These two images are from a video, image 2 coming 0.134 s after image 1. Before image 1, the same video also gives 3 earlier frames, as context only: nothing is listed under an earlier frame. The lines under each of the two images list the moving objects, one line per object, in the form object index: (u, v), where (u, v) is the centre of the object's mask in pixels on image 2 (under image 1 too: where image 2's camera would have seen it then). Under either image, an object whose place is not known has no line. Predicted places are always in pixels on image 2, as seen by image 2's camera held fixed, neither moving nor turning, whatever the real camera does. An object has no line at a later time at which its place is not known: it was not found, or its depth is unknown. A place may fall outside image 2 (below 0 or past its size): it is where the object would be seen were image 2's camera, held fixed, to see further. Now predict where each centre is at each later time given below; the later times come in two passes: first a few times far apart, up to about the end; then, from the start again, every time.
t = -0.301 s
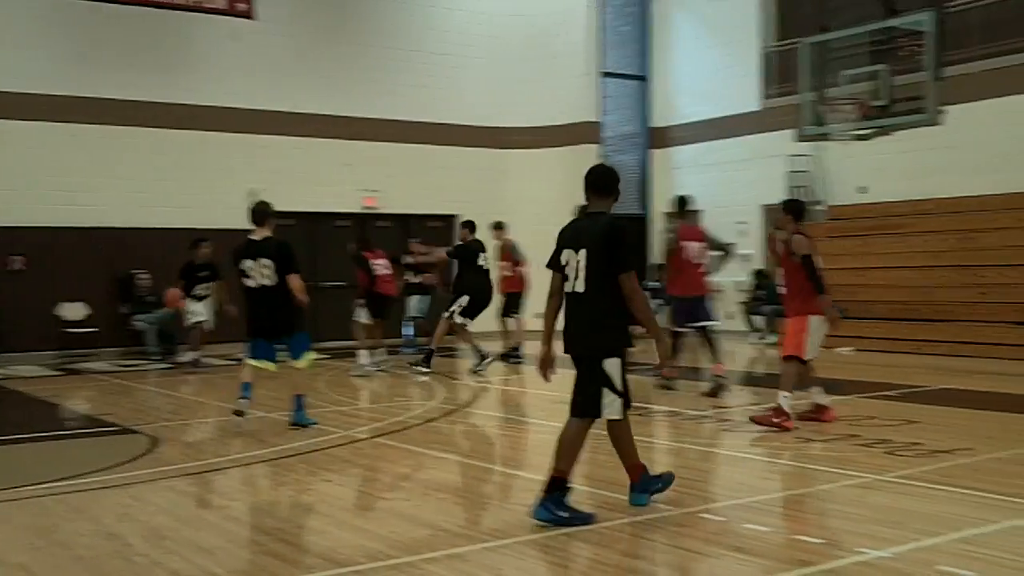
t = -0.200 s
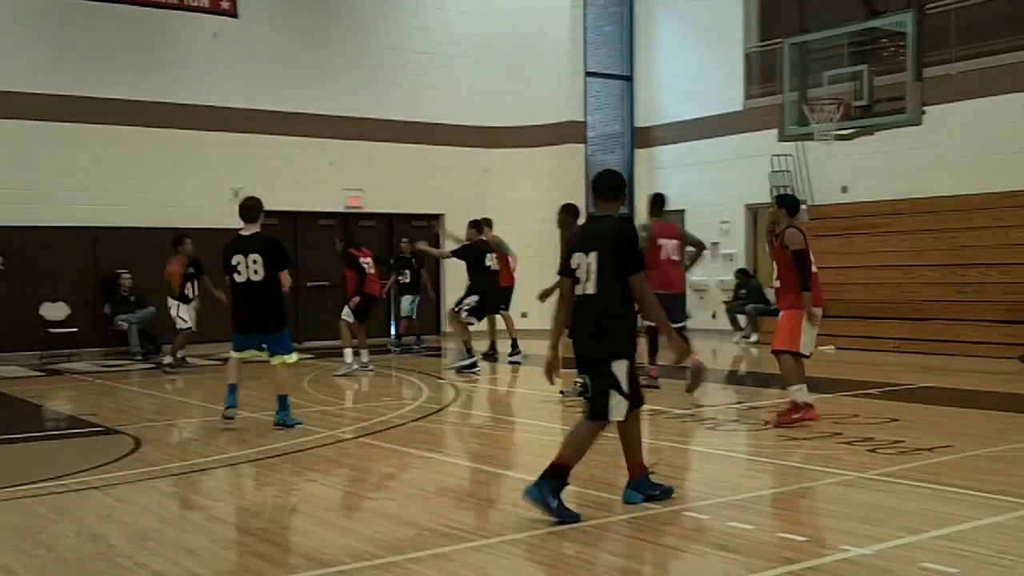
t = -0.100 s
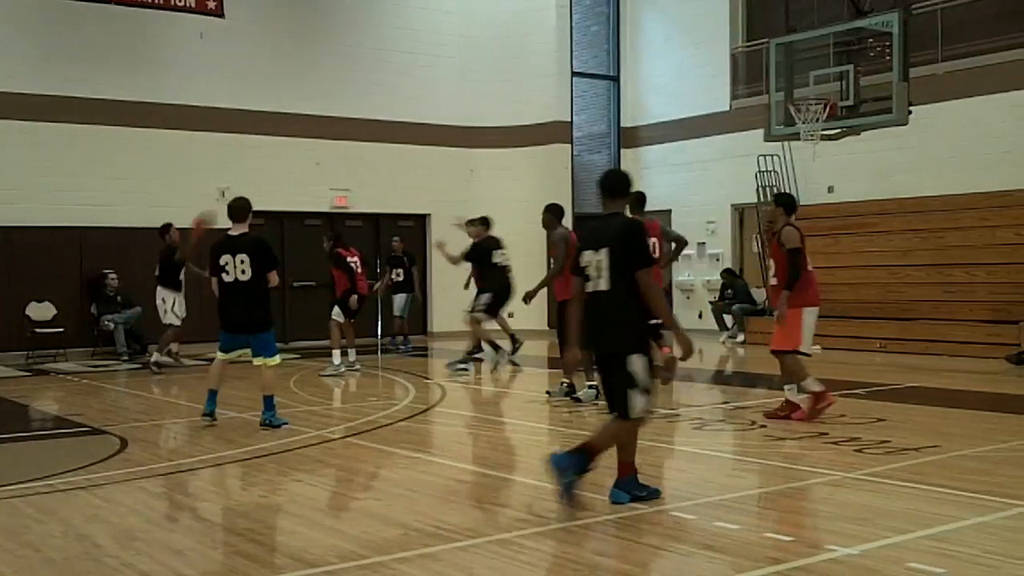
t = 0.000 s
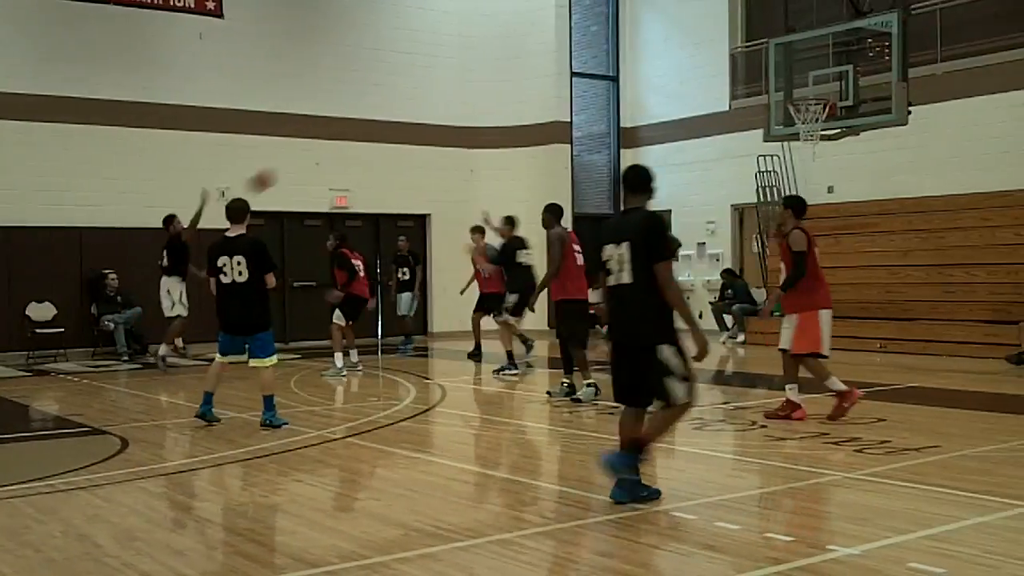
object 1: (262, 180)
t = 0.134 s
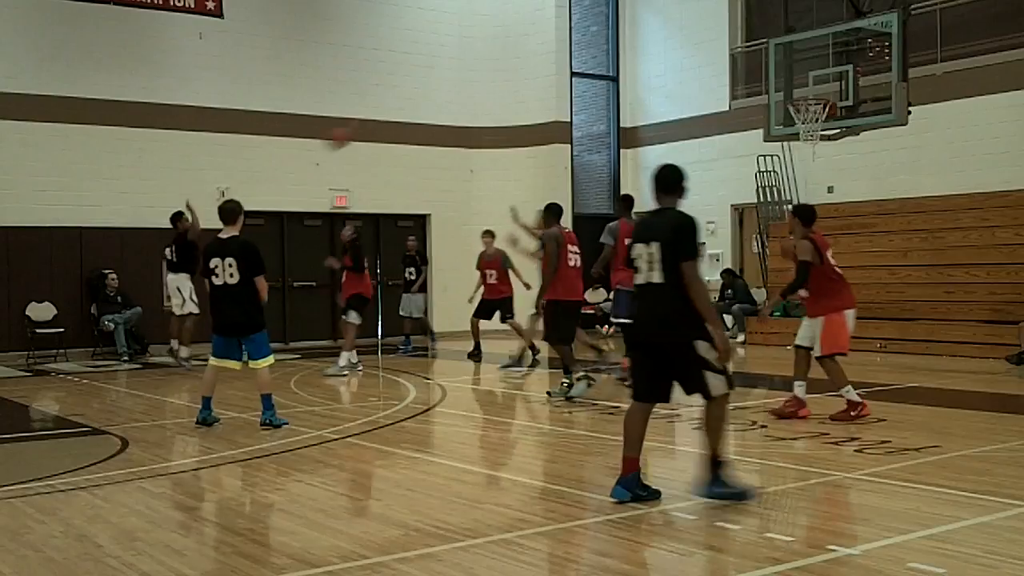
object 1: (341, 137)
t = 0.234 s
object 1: (399, 115)
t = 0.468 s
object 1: (536, 99)
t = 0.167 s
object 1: (358, 130)
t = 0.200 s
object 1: (379, 123)
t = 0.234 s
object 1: (399, 115)
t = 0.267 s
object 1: (417, 111)
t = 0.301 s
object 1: (437, 106)
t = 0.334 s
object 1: (457, 103)
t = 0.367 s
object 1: (477, 101)
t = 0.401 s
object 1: (498, 99)
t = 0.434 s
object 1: (516, 98)
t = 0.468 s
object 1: (536, 99)
